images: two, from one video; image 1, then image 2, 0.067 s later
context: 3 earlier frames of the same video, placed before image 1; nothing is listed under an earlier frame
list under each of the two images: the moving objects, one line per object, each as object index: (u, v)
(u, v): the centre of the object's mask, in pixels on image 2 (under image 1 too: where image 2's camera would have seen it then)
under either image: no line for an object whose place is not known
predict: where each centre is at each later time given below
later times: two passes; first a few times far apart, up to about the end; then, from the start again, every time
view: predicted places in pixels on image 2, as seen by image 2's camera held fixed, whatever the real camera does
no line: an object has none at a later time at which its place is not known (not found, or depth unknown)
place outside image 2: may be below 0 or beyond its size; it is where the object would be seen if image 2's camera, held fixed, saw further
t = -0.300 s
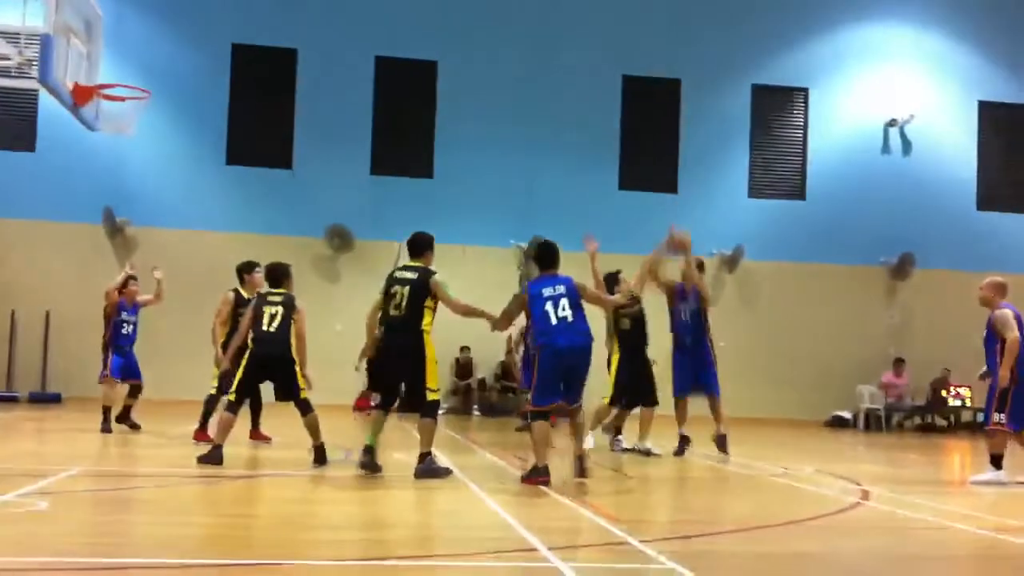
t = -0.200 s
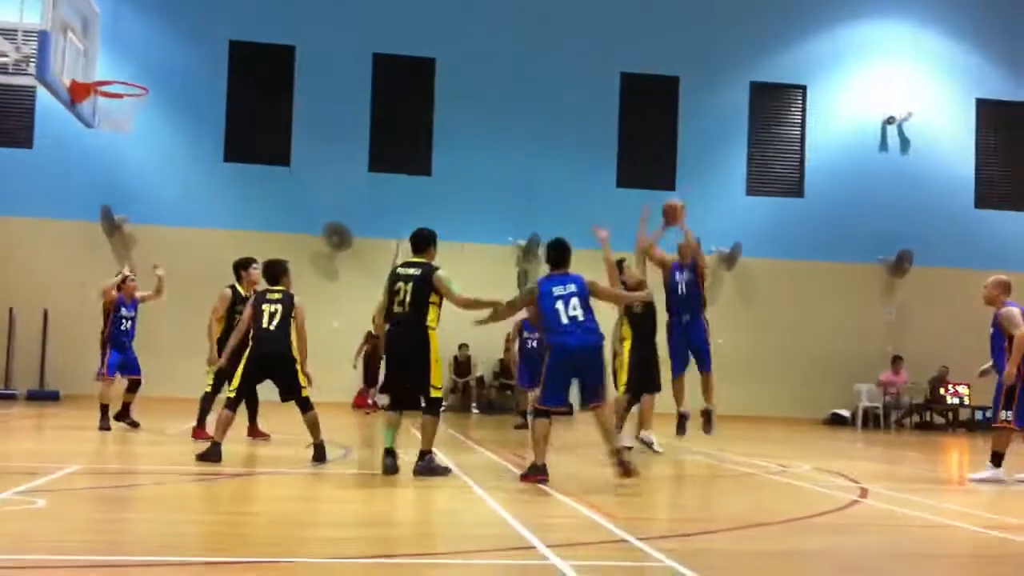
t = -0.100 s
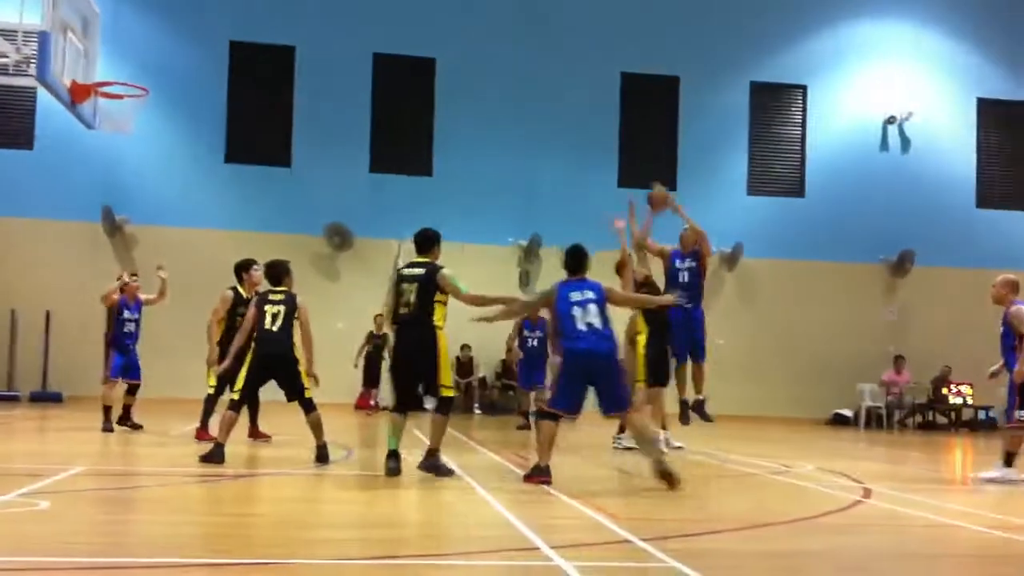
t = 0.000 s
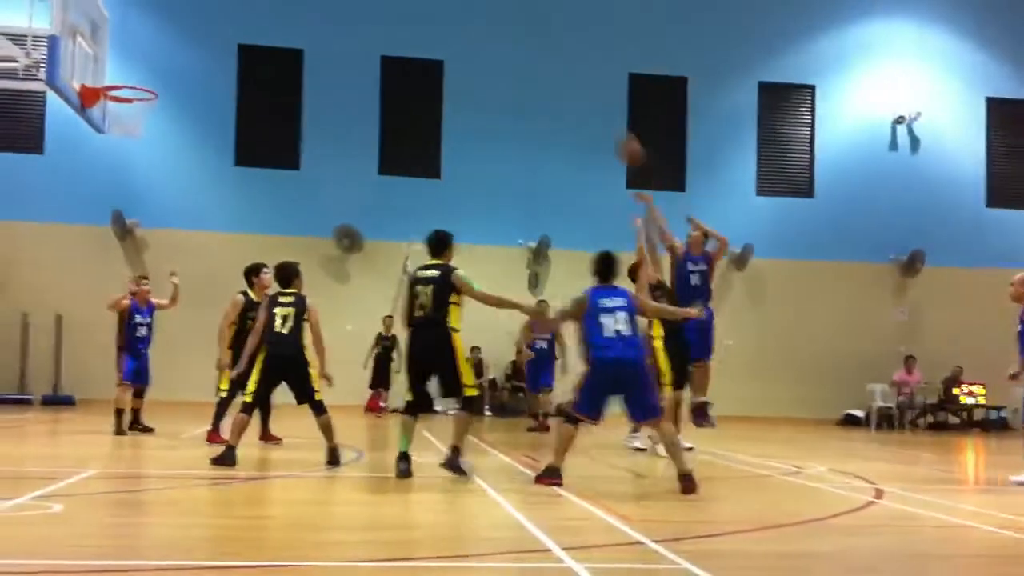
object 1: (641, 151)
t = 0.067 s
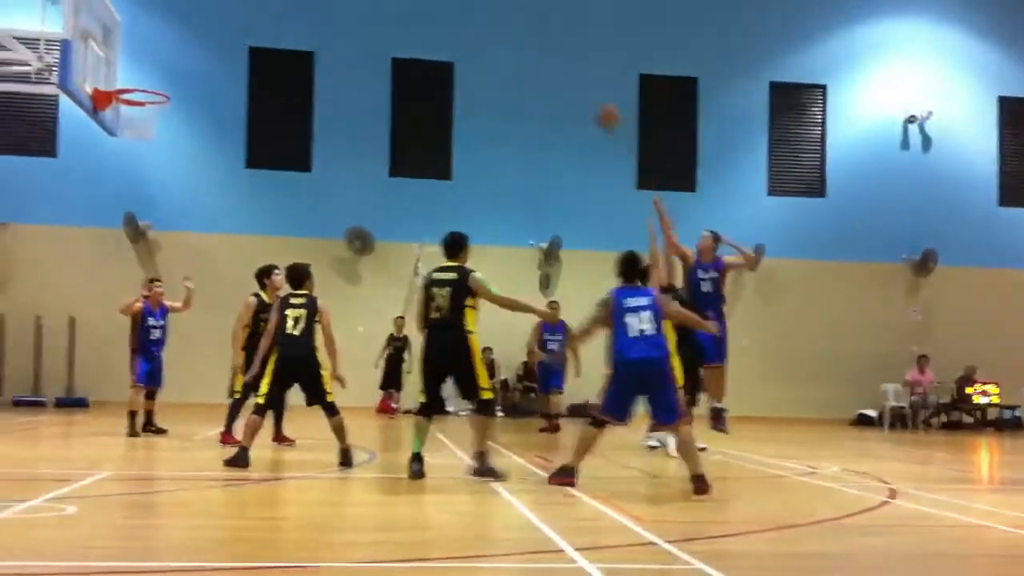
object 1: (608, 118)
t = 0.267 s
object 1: (511, 39)
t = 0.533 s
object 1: (382, -4)
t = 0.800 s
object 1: (243, 19)
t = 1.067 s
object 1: (144, 82)
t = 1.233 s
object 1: (196, 94)
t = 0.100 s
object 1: (593, 102)
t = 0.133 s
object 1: (576, 89)
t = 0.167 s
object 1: (561, 74)
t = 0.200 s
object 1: (546, 63)
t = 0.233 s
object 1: (528, 51)
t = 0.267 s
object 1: (511, 39)
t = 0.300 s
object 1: (495, 29)
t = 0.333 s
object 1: (479, 21)
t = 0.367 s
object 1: (463, 16)
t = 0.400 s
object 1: (448, 10)
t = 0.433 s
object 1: (431, 6)
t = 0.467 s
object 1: (414, 3)
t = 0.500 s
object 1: (398, -1)
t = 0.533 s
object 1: (382, -4)
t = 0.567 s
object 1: (364, -5)
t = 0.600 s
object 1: (350, -7)
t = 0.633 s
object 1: (332, -5)
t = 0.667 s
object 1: (314, -2)
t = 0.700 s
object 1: (296, 1)
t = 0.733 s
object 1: (277, 6)
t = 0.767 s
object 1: (261, 12)
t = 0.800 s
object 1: (243, 19)
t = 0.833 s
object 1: (223, 28)
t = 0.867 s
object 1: (205, 38)
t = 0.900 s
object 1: (185, 50)
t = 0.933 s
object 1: (165, 64)
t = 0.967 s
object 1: (143, 77)
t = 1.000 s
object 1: (126, 85)
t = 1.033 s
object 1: (130, 80)
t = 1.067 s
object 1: (144, 82)
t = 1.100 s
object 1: (156, 82)
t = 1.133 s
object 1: (167, 84)
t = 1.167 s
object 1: (176, 86)
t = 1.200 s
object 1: (185, 89)
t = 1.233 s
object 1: (196, 94)
